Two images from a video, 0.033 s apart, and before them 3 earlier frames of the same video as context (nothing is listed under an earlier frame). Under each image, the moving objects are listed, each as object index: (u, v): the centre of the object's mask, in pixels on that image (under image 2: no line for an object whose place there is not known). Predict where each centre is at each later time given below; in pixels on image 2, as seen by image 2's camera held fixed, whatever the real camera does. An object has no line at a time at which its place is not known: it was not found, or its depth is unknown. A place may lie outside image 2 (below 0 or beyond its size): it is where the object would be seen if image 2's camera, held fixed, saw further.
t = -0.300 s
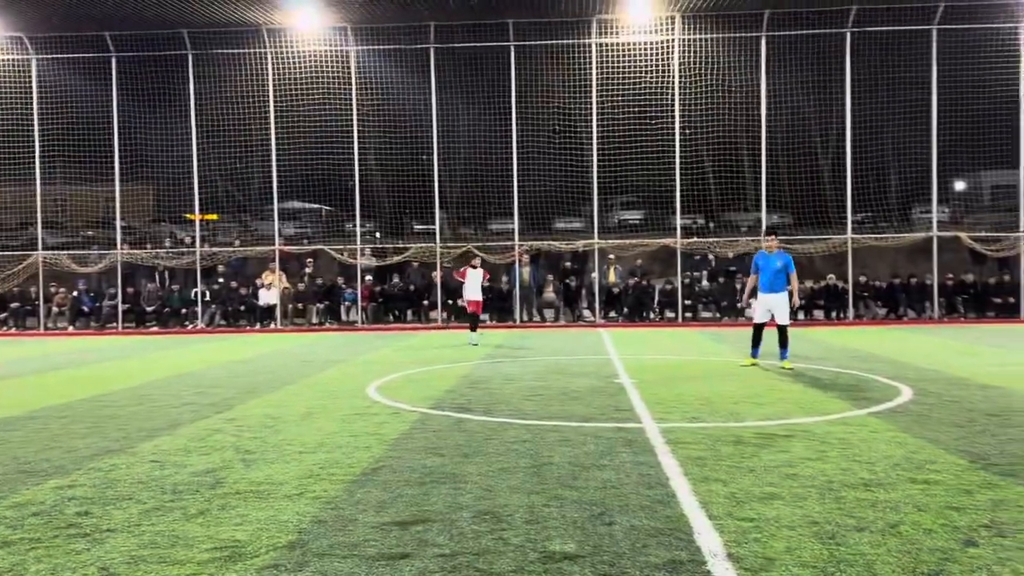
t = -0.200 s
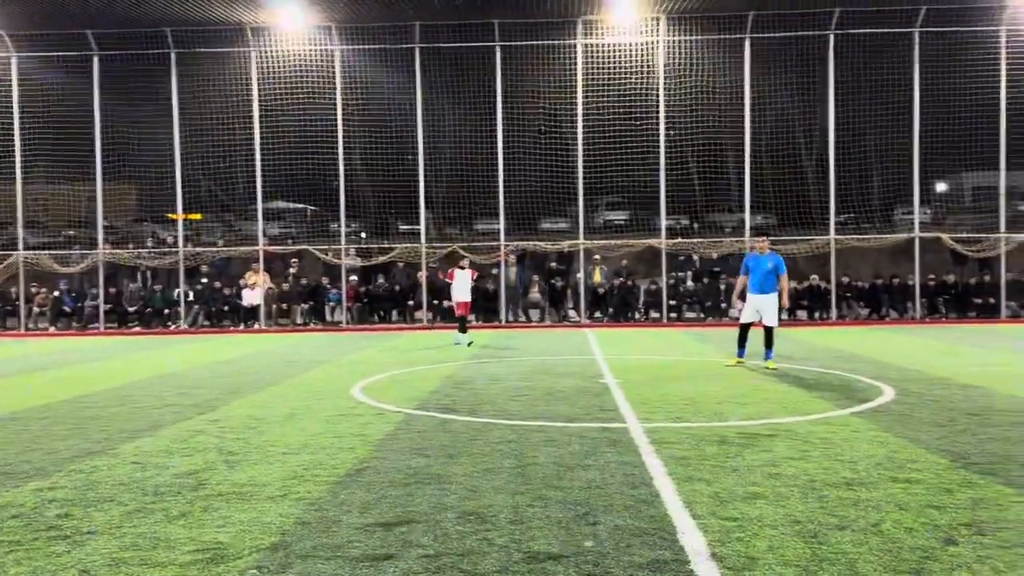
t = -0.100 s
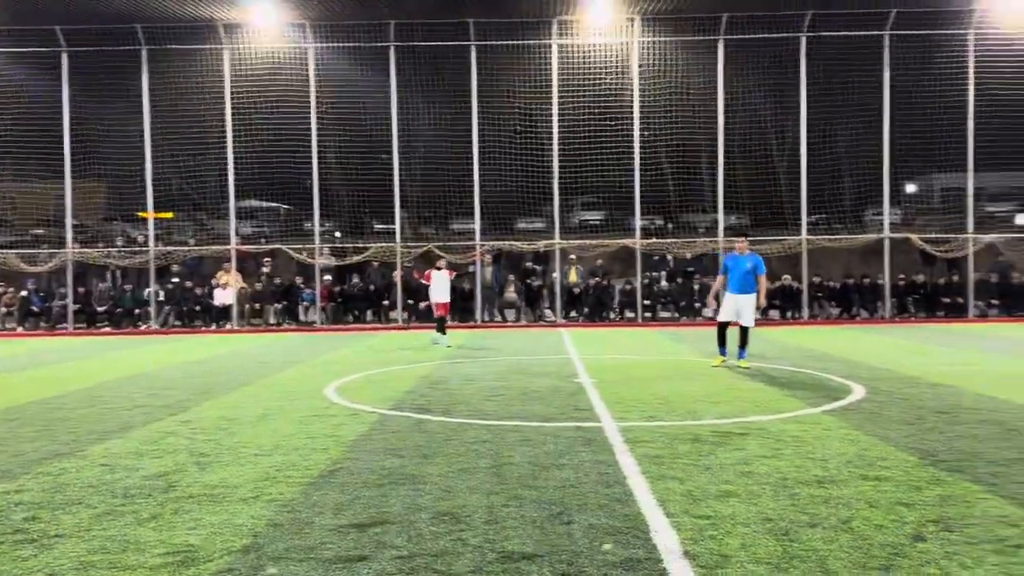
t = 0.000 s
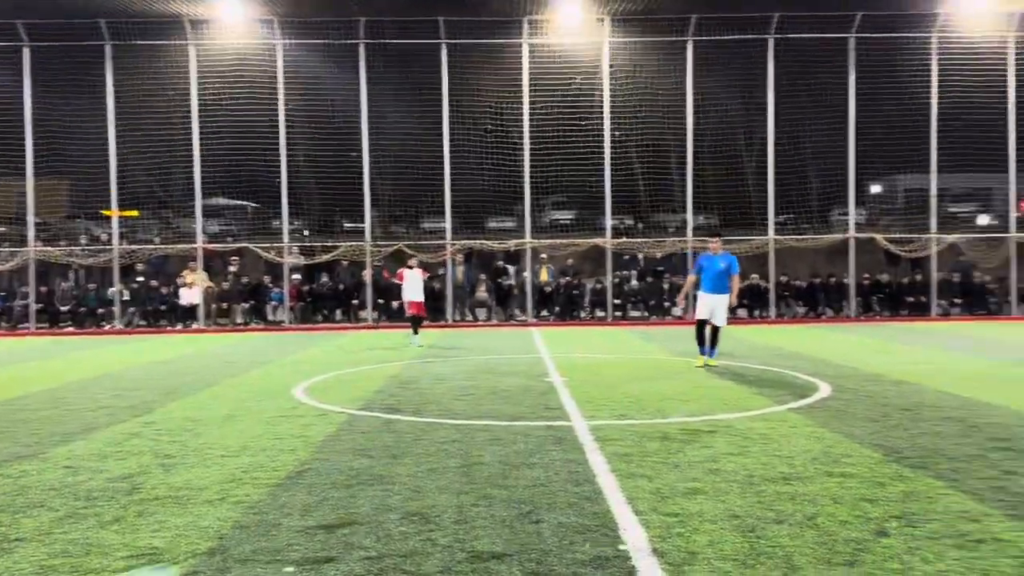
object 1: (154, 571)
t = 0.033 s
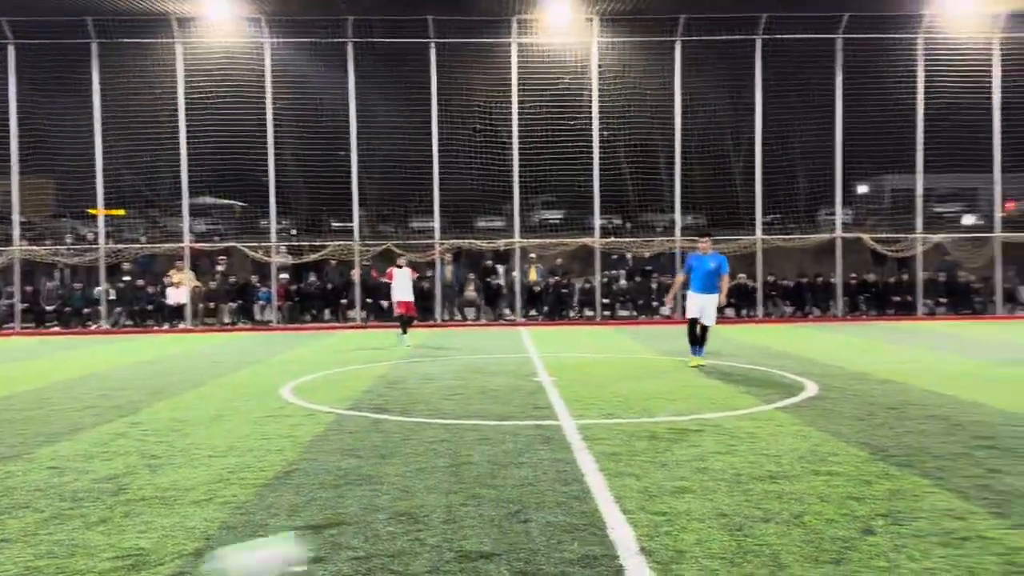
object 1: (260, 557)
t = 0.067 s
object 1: (380, 532)
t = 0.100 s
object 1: (484, 511)
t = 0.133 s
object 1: (561, 494)
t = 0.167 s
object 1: (632, 472)
